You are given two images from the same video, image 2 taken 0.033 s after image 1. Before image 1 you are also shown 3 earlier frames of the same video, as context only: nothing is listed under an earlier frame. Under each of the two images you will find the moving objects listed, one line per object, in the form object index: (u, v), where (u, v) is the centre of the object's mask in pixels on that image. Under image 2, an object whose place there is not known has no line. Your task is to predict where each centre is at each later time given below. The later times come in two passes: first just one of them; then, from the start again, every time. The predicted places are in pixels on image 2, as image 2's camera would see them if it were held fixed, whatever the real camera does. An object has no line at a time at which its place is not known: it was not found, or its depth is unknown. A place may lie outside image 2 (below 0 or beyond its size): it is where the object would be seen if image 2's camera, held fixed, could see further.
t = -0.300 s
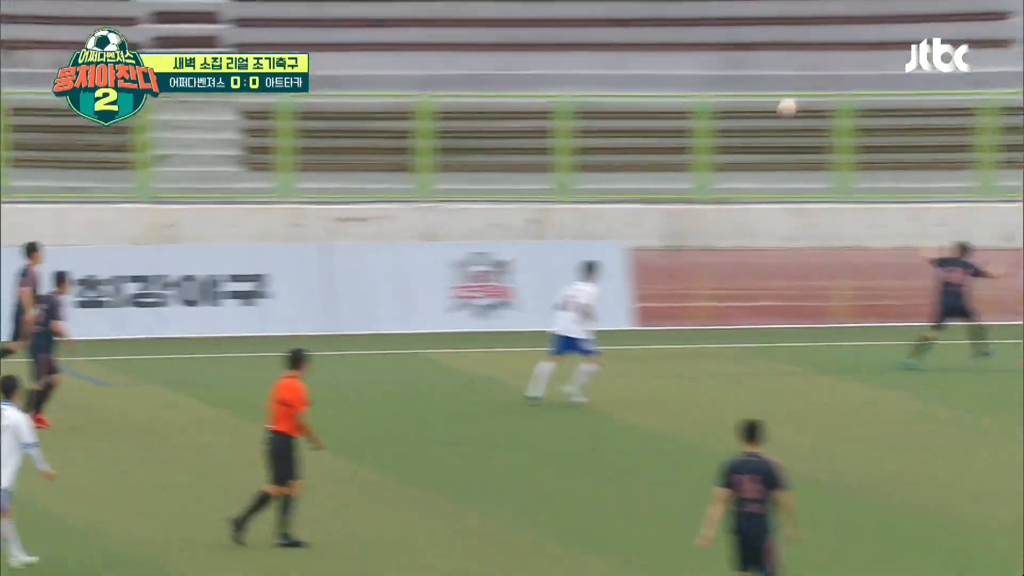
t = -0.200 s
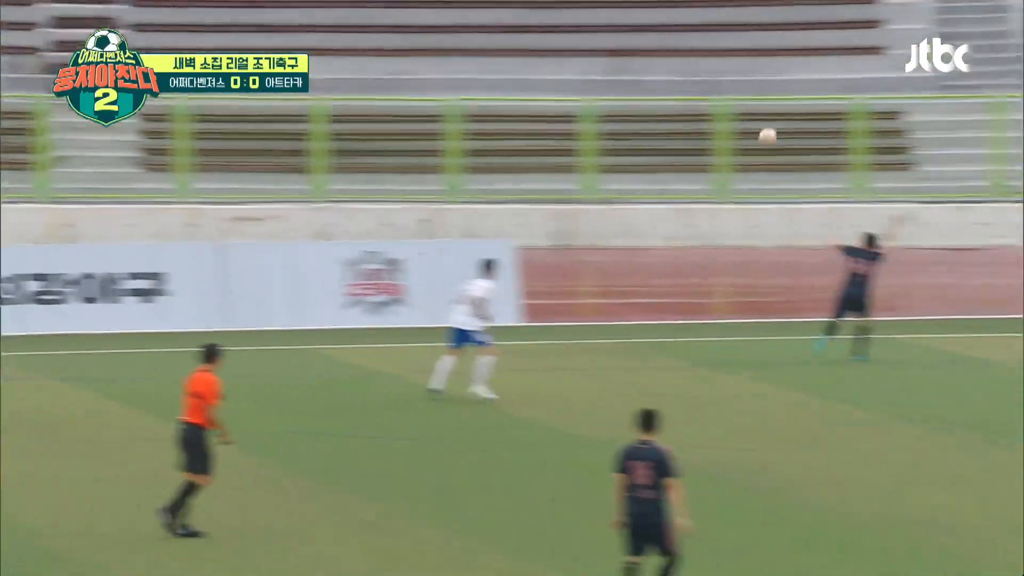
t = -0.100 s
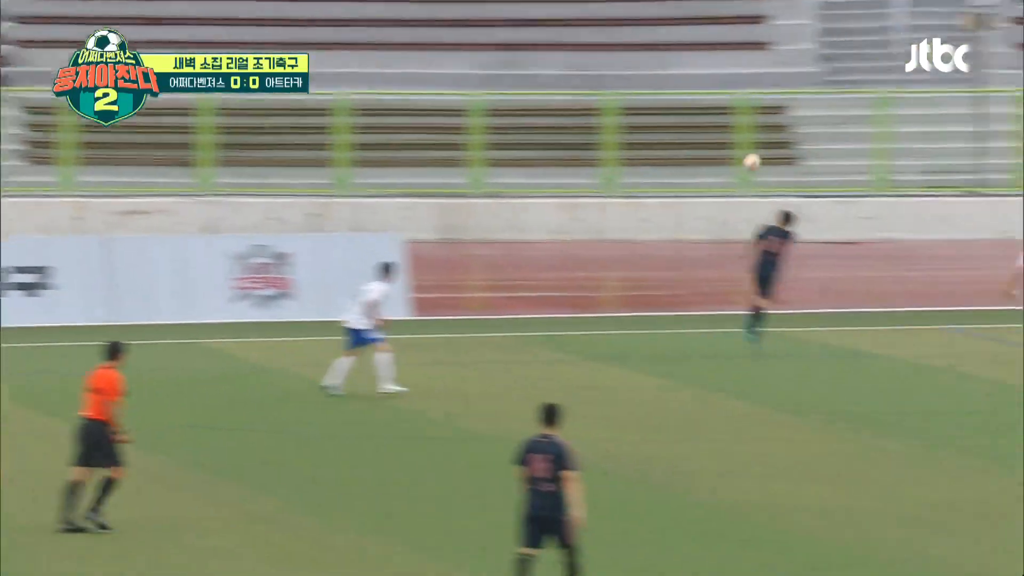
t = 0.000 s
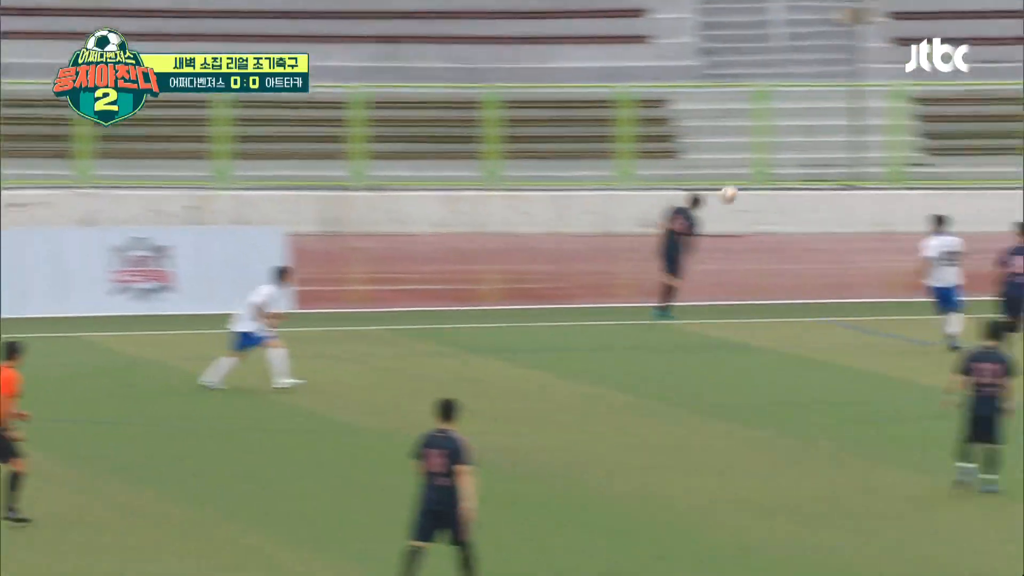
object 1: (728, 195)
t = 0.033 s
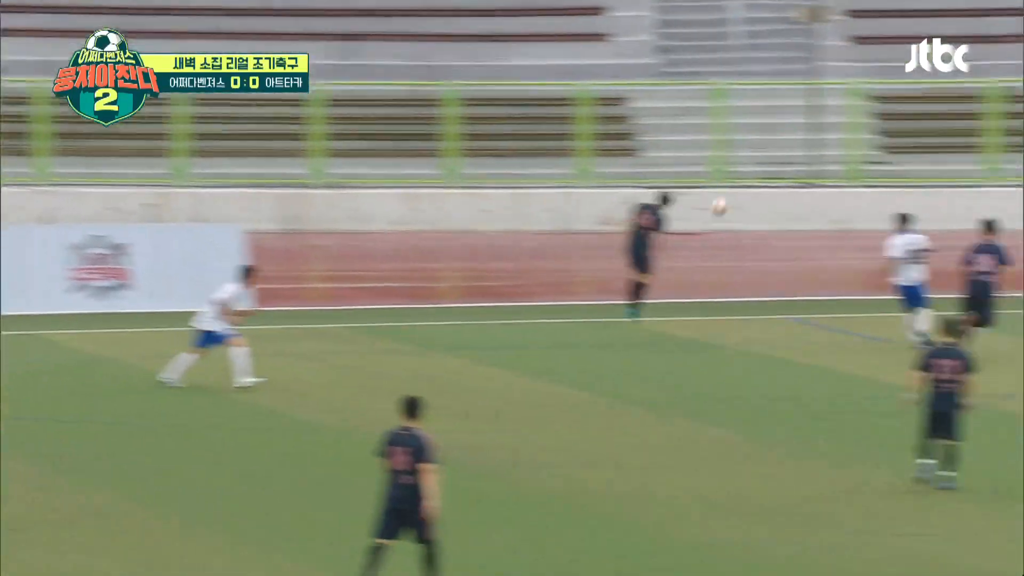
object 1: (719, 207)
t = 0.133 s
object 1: (802, 255)
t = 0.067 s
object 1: (748, 222)
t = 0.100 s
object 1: (775, 237)
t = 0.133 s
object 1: (802, 255)
